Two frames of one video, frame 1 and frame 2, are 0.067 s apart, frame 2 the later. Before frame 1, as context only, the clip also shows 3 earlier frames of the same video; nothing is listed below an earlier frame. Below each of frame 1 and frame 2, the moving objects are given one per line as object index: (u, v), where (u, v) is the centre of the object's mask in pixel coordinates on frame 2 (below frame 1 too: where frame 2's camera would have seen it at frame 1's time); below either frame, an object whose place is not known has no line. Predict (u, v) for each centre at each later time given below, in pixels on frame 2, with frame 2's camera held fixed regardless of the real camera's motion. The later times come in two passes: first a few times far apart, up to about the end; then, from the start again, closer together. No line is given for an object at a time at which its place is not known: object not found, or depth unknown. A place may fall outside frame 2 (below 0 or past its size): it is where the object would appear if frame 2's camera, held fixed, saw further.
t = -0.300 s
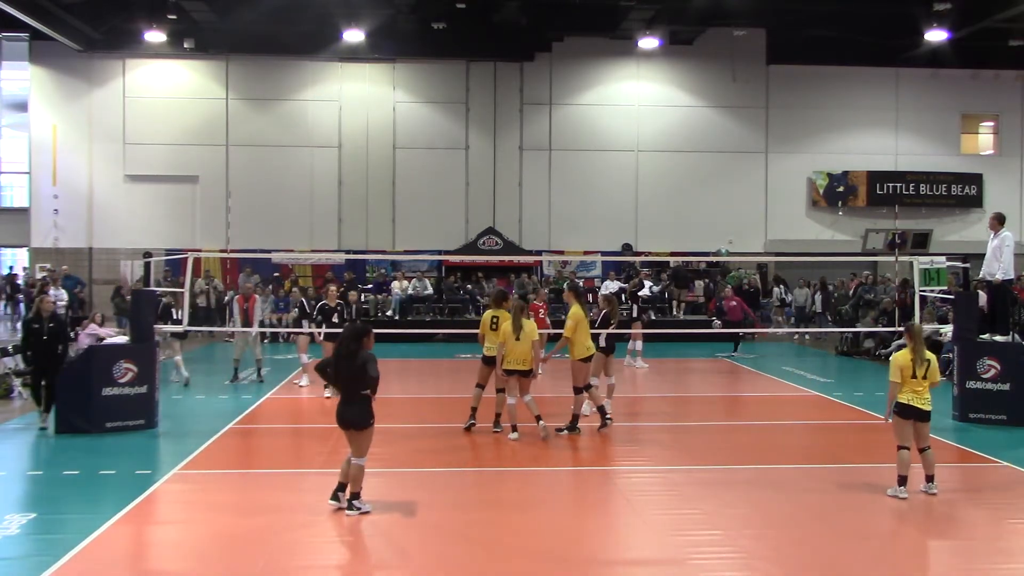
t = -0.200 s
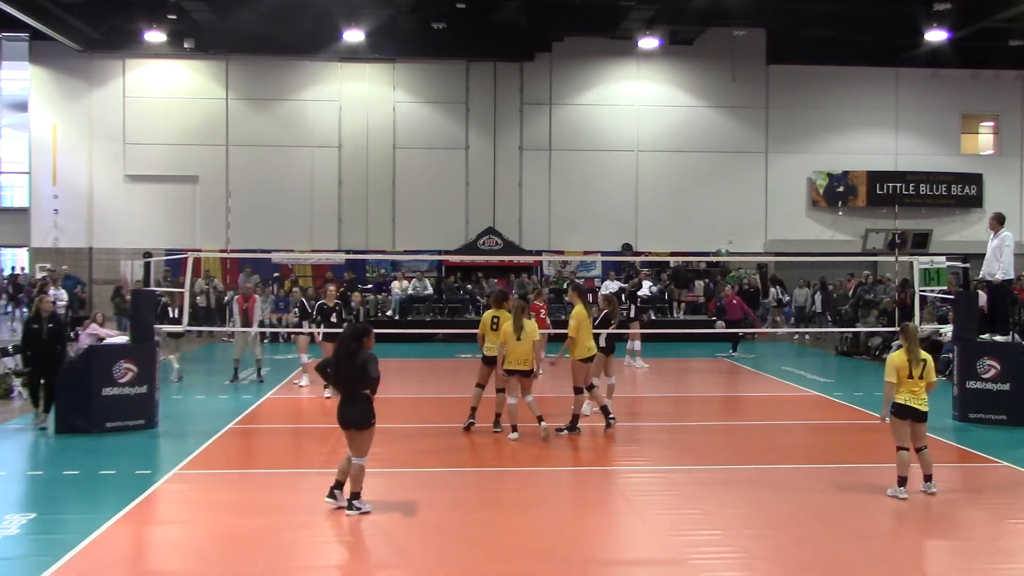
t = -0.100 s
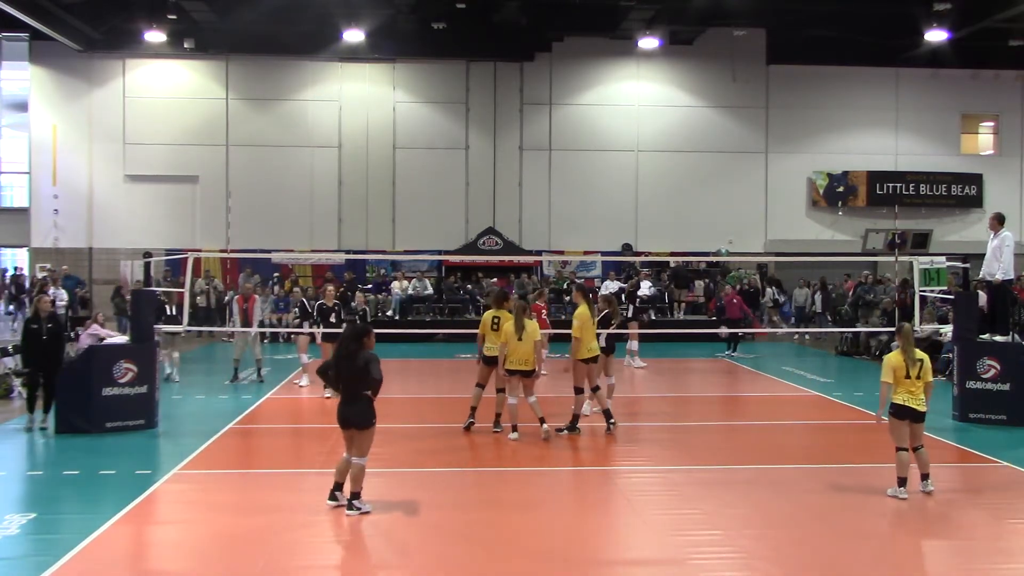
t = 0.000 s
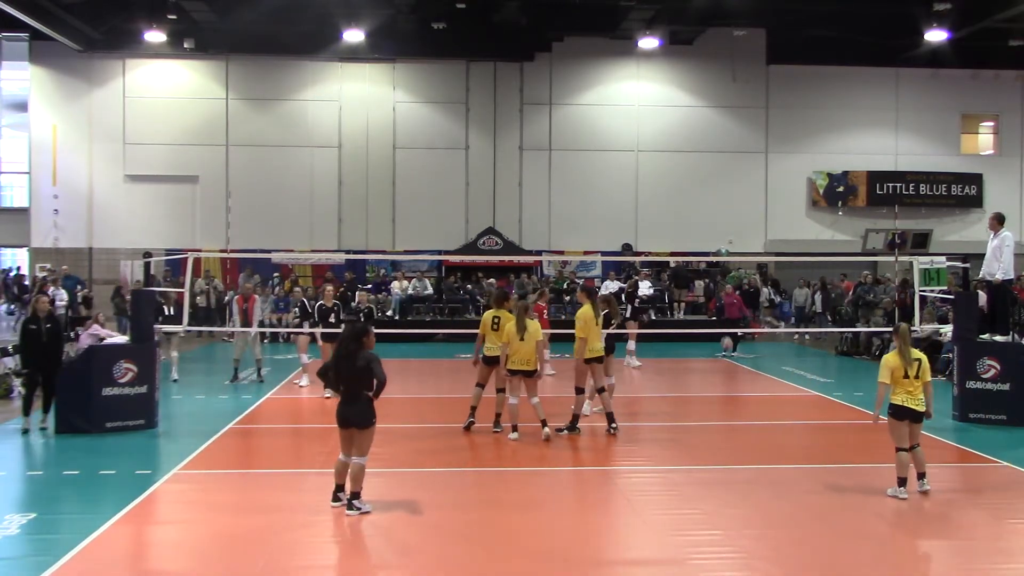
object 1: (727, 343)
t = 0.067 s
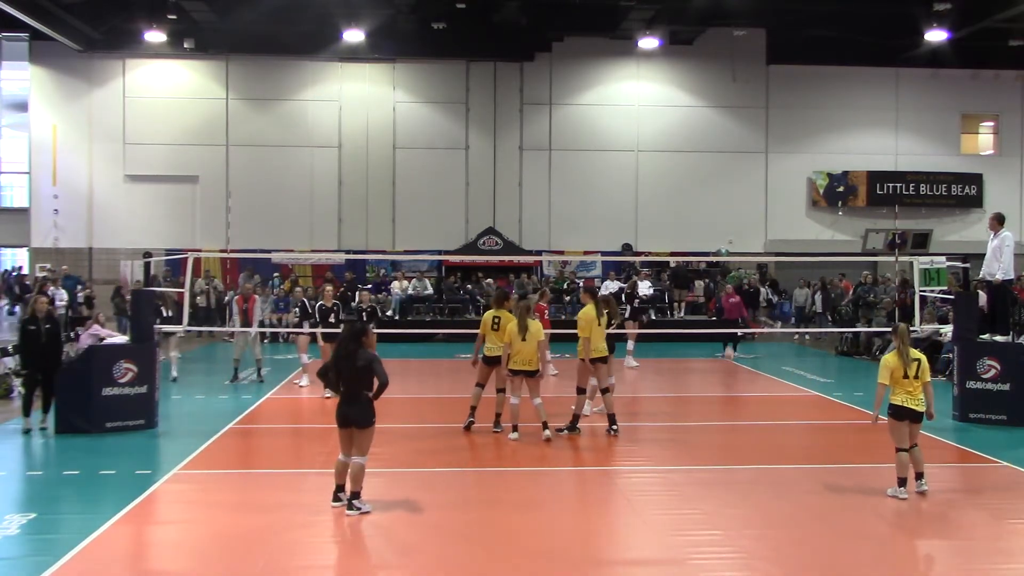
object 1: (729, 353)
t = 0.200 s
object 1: (731, 386)
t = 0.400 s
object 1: (729, 371)
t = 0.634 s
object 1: (725, 382)
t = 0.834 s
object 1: (720, 426)
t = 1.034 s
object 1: (714, 416)
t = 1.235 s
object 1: (706, 442)
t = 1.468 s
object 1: (694, 471)
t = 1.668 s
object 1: (680, 497)
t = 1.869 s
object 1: (661, 544)
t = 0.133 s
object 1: (732, 367)
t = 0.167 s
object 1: (732, 374)
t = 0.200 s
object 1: (731, 386)
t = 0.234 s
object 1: (732, 385)
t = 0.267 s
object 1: (731, 380)
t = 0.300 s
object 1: (731, 377)
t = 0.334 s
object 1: (730, 374)
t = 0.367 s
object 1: (730, 371)
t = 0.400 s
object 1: (729, 371)
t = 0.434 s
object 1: (728, 370)
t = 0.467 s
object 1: (728, 370)
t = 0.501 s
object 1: (728, 371)
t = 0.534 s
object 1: (727, 372)
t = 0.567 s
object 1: (727, 374)
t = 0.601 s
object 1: (726, 378)
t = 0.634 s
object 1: (725, 382)
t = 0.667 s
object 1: (725, 388)
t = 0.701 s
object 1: (724, 394)
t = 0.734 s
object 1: (723, 402)
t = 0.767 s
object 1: (722, 411)
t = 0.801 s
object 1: (721, 419)
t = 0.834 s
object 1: (720, 426)
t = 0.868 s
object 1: (718, 422)
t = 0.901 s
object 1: (718, 419)
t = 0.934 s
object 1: (717, 417)
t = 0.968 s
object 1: (716, 416)
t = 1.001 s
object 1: (715, 416)
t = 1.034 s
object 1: (714, 416)
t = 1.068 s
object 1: (712, 418)
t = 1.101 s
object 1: (711, 420)
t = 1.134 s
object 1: (710, 424)
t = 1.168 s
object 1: (708, 429)
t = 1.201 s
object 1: (708, 435)
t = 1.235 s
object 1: (706, 442)
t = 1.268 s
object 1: (704, 452)
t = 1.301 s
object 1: (702, 462)
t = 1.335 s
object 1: (701, 476)
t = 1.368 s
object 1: (699, 475)
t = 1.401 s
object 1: (697, 473)
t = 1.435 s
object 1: (696, 471)
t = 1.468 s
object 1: (694, 471)
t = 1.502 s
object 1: (692, 472)
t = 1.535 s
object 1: (690, 473)
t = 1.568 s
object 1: (687, 478)
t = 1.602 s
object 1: (685, 483)
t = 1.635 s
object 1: (683, 490)
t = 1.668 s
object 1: (680, 497)
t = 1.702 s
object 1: (677, 508)
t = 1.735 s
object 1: (675, 521)
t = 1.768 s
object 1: (671, 533)
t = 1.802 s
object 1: (668, 547)
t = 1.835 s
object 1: (665, 545)
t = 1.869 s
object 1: (661, 544)
